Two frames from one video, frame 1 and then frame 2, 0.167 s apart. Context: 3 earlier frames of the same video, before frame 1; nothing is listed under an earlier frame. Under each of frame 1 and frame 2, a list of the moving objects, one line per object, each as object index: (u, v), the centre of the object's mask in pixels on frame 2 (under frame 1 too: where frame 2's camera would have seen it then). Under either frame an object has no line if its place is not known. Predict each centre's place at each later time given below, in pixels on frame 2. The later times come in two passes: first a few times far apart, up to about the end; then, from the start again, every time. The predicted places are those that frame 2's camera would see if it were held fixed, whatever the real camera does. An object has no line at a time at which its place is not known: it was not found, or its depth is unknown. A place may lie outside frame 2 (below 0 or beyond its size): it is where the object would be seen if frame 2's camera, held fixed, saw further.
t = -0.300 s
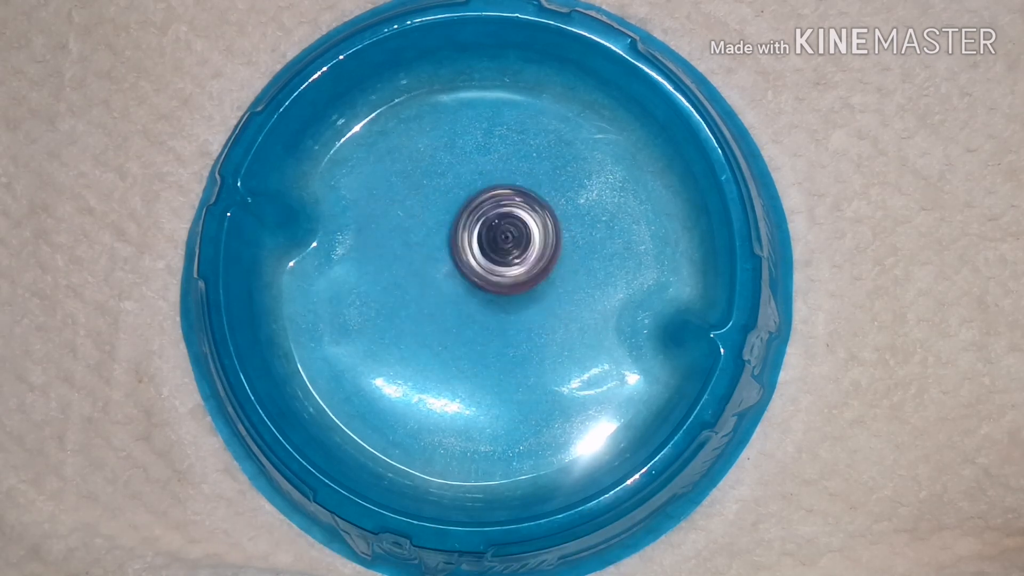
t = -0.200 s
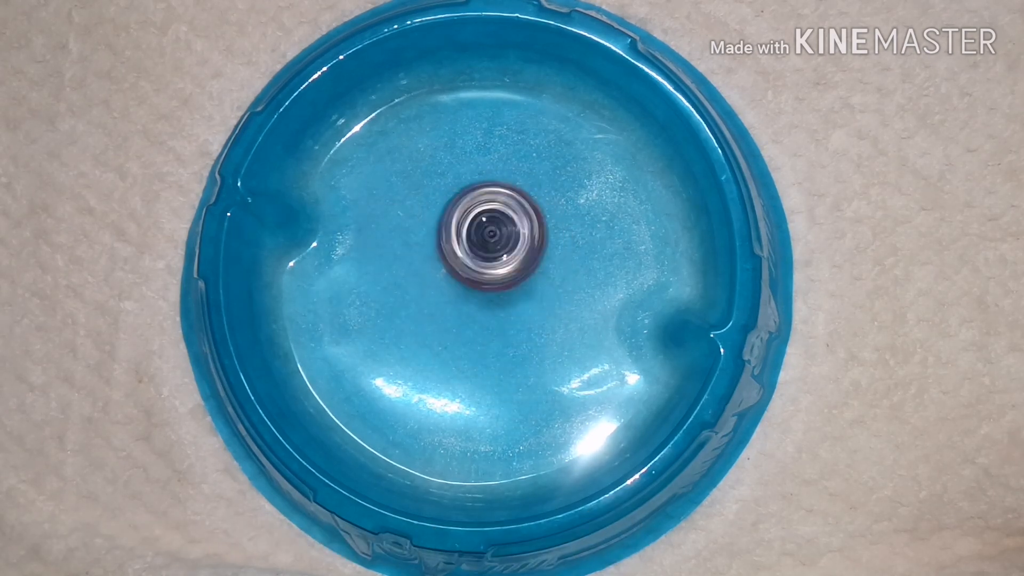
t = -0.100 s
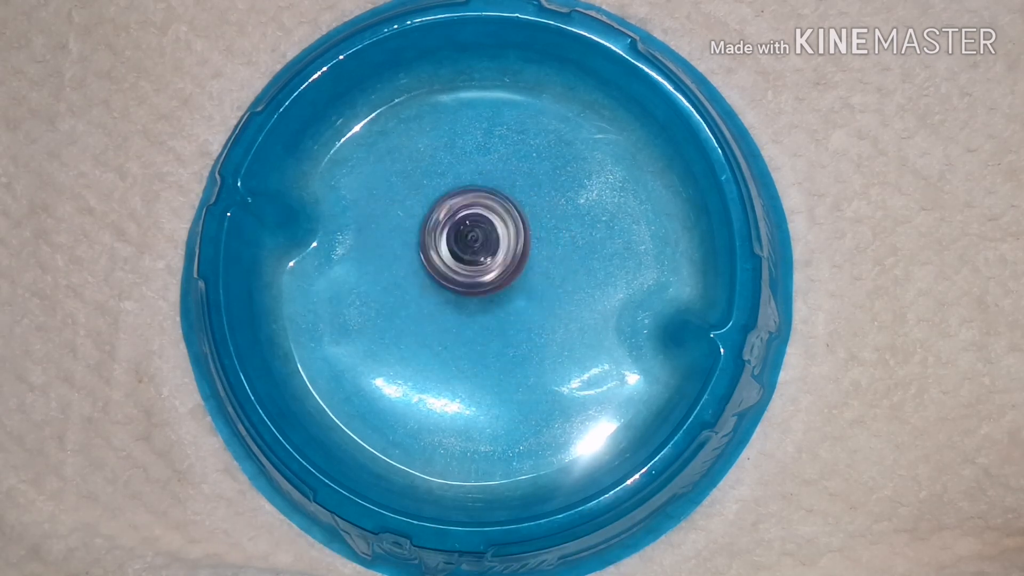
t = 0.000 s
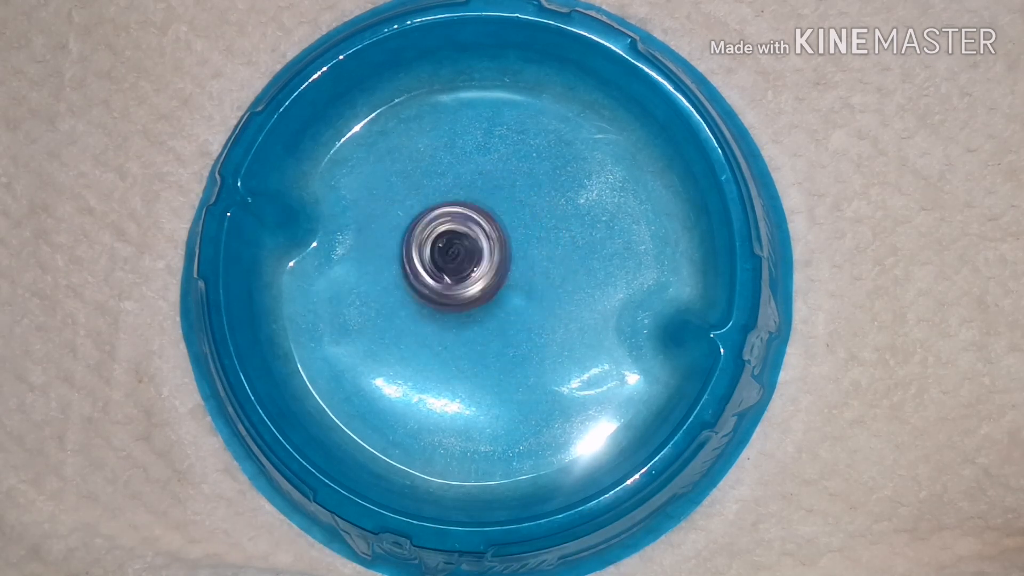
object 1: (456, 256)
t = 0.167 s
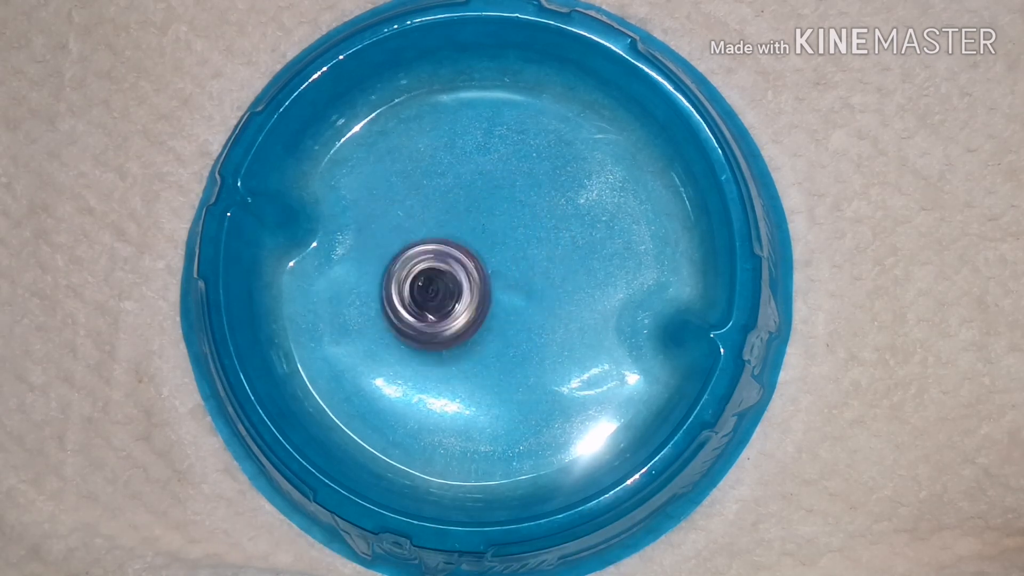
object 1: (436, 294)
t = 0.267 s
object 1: (433, 316)
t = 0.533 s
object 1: (458, 344)
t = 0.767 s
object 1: (471, 306)
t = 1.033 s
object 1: (455, 252)
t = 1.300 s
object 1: (445, 236)
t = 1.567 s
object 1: (442, 247)
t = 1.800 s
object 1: (437, 286)
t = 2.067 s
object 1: (450, 335)
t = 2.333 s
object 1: (477, 331)
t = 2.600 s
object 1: (483, 317)
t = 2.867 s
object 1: (495, 301)
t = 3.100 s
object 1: (507, 279)
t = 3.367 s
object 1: (499, 274)
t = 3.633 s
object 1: (470, 277)
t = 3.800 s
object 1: (452, 266)
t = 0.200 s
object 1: (433, 302)
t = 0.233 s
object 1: (433, 308)
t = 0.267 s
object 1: (433, 316)
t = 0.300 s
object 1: (433, 323)
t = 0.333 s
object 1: (435, 328)
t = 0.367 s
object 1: (436, 334)
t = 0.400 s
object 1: (440, 337)
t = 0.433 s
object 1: (443, 343)
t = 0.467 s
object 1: (447, 344)
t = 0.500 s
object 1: (453, 345)
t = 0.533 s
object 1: (458, 344)
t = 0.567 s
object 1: (462, 340)
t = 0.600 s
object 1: (466, 338)
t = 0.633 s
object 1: (467, 331)
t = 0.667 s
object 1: (470, 325)
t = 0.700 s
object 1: (470, 320)
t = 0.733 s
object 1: (470, 312)
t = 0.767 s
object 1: (471, 306)
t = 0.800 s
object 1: (469, 299)
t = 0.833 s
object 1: (468, 289)
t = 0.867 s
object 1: (468, 283)
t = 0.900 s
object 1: (467, 276)
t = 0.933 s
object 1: (465, 268)
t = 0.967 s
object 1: (462, 264)
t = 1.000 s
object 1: (457, 258)
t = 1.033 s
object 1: (455, 252)
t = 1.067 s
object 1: (453, 250)
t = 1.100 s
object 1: (449, 245)
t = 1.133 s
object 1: (448, 243)
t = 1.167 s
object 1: (446, 241)
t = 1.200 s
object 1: (446, 238)
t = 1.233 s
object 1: (446, 239)
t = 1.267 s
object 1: (443, 238)
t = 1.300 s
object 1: (445, 236)
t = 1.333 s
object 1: (444, 238)
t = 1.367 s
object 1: (442, 237)
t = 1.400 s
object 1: (445, 237)
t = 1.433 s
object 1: (444, 241)
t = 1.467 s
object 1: (442, 240)
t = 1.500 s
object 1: (444, 242)
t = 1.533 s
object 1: (443, 246)
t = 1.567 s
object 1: (442, 247)
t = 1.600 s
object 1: (442, 252)
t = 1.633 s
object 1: (440, 256)
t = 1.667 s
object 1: (440, 262)
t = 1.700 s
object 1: (438, 270)
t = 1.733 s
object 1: (435, 277)
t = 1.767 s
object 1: (435, 281)
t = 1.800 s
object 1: (437, 286)
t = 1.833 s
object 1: (437, 293)
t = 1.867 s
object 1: (436, 301)
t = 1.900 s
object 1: (437, 307)
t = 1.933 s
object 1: (439, 314)
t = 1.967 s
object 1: (440, 321)
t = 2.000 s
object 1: (443, 325)
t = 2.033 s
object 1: (448, 330)
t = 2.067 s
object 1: (450, 335)
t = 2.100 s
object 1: (454, 335)
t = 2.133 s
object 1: (460, 338)
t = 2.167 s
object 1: (462, 339)
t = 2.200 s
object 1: (465, 336)
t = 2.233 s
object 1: (471, 336)
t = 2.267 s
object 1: (471, 336)
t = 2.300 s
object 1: (471, 332)
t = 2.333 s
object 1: (477, 331)
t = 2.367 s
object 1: (477, 332)
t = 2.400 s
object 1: (476, 328)
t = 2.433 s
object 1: (479, 325)
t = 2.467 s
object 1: (482, 326)
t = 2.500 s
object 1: (480, 324)
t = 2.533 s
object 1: (482, 321)
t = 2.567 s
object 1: (484, 321)
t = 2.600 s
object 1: (483, 317)
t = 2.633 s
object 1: (487, 315)
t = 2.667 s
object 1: (487, 315)
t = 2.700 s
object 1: (487, 310)
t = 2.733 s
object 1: (490, 308)
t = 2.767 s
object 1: (491, 308)
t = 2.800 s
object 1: (490, 304)
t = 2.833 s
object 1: (494, 301)
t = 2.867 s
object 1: (495, 301)
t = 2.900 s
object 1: (495, 296)
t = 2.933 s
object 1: (499, 294)
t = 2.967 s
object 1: (500, 293)
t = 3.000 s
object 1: (502, 288)
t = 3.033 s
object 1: (506, 285)
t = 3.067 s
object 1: (507, 283)
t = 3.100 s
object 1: (507, 279)
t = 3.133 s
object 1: (509, 277)
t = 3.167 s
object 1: (507, 277)
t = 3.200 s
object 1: (504, 274)
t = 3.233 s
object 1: (505, 273)
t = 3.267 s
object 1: (504, 274)
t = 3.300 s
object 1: (501, 272)
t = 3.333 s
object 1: (501, 272)
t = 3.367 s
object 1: (499, 274)
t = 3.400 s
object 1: (493, 274)
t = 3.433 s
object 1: (491, 273)
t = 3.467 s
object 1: (489, 275)
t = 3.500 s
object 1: (483, 277)
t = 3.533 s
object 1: (481, 276)
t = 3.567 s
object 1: (480, 276)
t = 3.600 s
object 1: (476, 278)
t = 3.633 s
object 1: (470, 277)
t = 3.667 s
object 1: (467, 273)
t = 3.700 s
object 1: (467, 272)
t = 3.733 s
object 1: (464, 273)
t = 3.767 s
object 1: (458, 271)
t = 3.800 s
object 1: (452, 266)
